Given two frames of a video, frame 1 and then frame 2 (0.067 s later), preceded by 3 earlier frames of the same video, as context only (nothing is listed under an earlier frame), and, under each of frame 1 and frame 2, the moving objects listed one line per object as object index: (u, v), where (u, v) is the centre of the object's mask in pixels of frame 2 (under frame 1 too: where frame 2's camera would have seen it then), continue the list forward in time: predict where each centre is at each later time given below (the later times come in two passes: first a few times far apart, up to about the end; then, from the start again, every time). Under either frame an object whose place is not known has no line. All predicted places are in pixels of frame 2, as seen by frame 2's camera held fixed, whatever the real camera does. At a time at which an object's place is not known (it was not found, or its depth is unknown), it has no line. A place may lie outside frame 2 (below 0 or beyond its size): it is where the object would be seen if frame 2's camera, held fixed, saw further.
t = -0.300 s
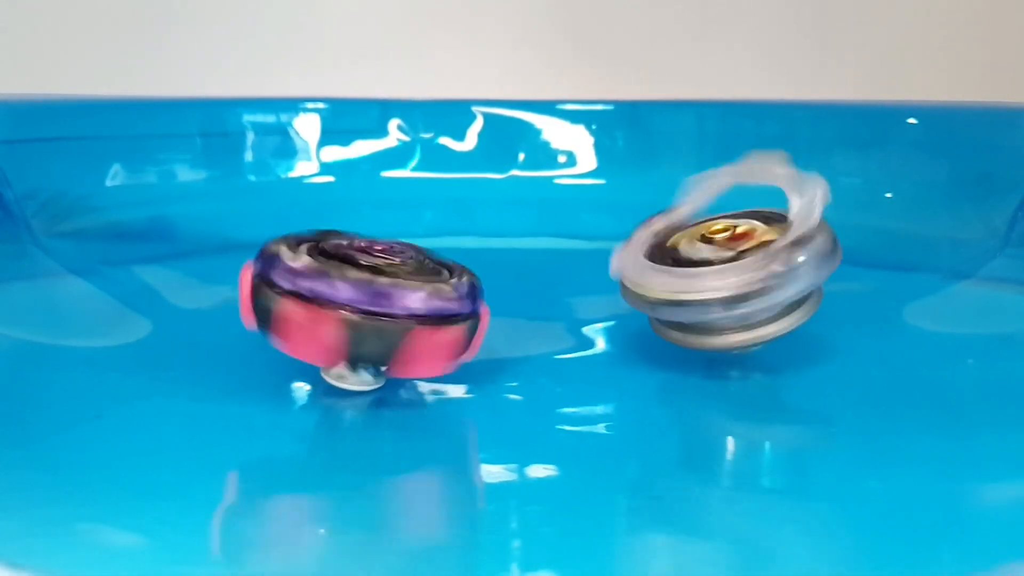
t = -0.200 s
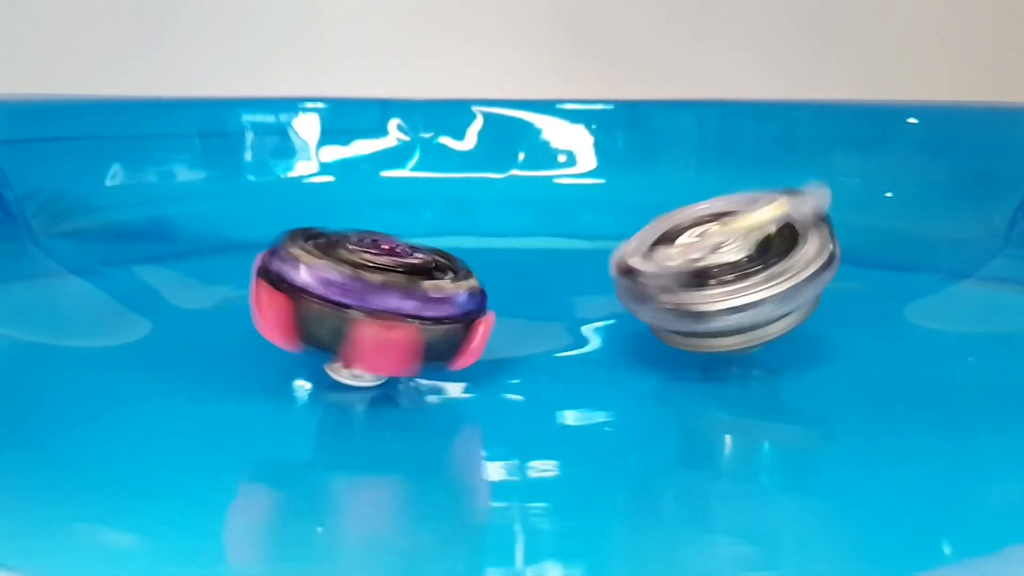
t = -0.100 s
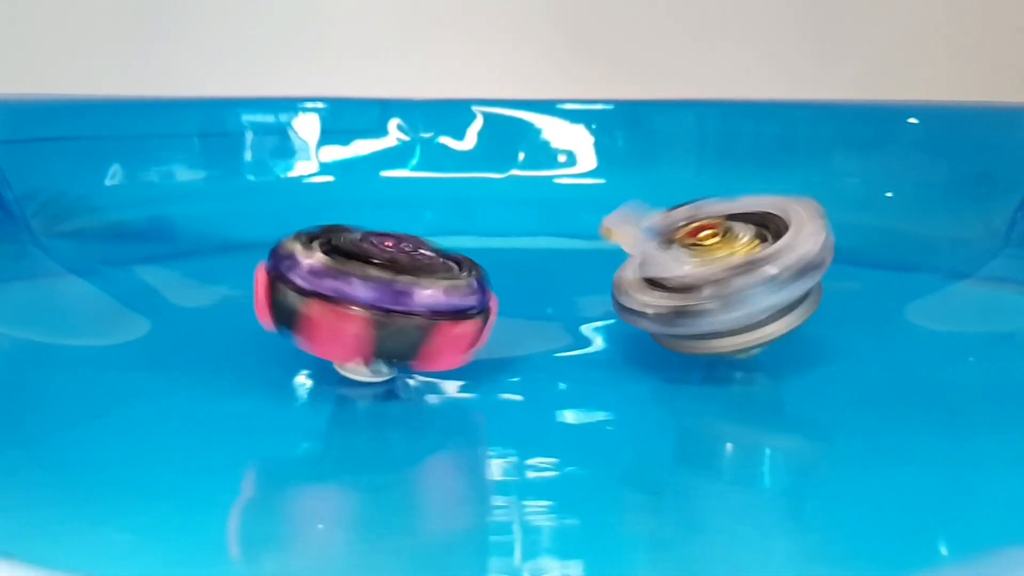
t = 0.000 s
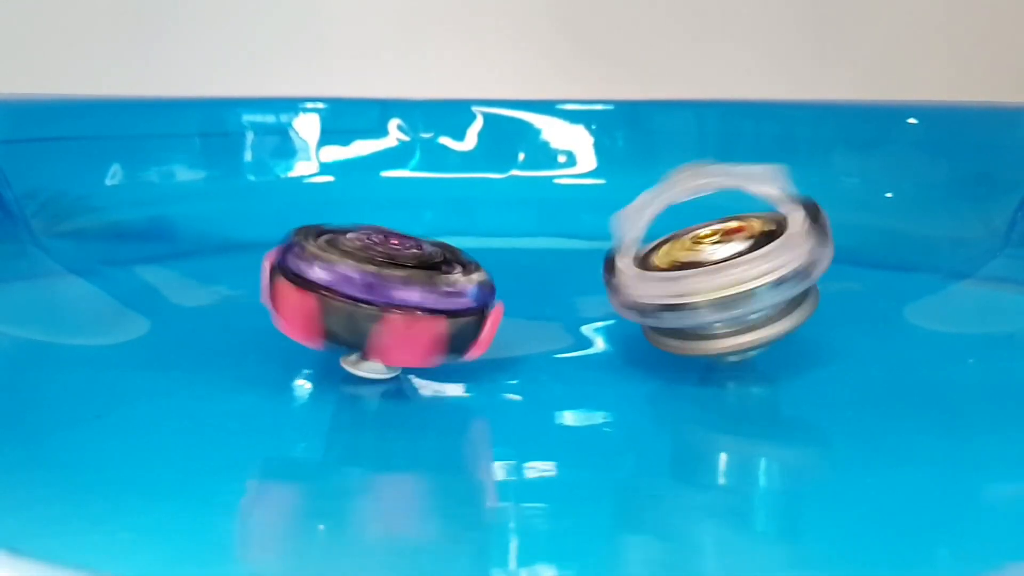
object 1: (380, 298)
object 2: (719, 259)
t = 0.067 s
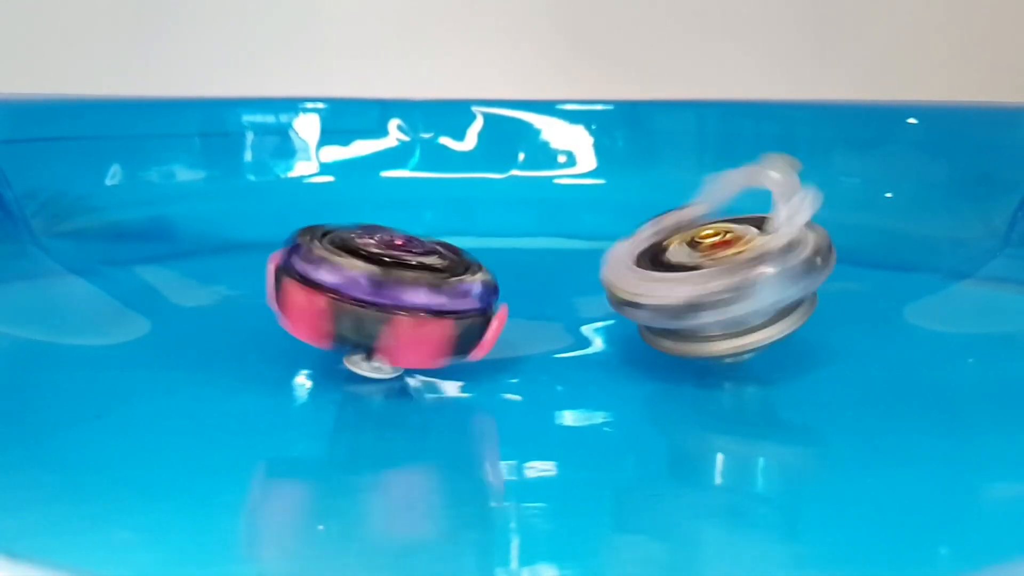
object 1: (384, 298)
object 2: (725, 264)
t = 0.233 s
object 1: (394, 296)
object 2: (713, 280)
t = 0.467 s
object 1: (410, 293)
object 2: (713, 284)
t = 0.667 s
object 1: (423, 289)
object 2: (697, 279)
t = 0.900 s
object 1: (438, 287)
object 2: (694, 298)
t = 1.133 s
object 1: (454, 286)
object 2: (695, 297)
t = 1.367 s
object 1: (461, 280)
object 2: (672, 300)
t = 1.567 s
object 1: (471, 275)
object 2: (674, 310)
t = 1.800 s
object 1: (481, 269)
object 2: (665, 312)
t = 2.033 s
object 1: (474, 261)
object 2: (638, 324)
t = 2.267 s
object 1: (484, 251)
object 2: (633, 320)
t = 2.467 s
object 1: (486, 250)
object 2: (618, 328)
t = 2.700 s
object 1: (532, 232)
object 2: (596, 342)
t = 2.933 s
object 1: (492, 245)
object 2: (589, 331)
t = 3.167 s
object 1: (519, 238)
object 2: (559, 343)
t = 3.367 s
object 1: (503, 277)
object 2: (530, 330)
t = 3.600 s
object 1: (510, 238)
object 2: (523, 348)
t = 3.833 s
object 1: (562, 238)
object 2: (482, 352)
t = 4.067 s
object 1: (621, 249)
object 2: (460, 326)
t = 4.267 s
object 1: (617, 254)
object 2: (452, 346)
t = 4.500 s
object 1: (601, 261)
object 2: (417, 351)
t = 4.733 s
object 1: (613, 270)
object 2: (403, 324)
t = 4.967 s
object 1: (608, 271)
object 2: (378, 345)
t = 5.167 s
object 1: (607, 274)
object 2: (348, 322)
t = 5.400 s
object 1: (610, 276)
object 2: (343, 337)
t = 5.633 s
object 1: (614, 276)
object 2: (312, 333)
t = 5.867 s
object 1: (616, 279)
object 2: (305, 306)
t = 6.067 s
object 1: (617, 278)
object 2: (304, 325)
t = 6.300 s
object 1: (616, 281)
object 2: (286, 319)
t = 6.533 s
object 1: (614, 282)
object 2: (297, 303)
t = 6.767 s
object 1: (611, 284)
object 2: (289, 310)
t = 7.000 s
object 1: (606, 287)
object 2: (284, 297)
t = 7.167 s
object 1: (602, 287)
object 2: (295, 306)
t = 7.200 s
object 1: (599, 288)
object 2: (298, 301)
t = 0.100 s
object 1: (386, 298)
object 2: (723, 271)
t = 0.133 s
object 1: (388, 298)
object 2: (722, 274)
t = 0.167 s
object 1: (390, 297)
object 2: (719, 278)
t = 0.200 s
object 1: (392, 297)
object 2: (715, 279)
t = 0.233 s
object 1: (394, 296)
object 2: (713, 280)
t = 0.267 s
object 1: (395, 296)
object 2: (708, 278)
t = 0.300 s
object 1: (399, 296)
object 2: (705, 273)
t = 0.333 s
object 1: (401, 295)
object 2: (707, 270)
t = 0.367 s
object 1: (403, 295)
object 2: (712, 269)
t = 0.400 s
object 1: (404, 294)
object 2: (716, 272)
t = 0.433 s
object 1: (407, 294)
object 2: (716, 277)
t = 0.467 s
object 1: (410, 293)
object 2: (713, 284)
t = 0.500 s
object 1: (413, 293)
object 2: (713, 285)
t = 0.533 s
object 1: (414, 292)
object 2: (708, 288)
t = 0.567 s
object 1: (417, 291)
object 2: (706, 289)
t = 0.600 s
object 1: (419, 290)
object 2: (703, 288)
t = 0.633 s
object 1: (422, 290)
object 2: (697, 284)
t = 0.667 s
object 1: (423, 289)
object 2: (697, 279)
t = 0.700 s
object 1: (425, 289)
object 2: (700, 277)
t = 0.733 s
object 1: (427, 289)
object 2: (705, 277)
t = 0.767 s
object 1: (430, 289)
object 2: (707, 282)
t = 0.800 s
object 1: (431, 289)
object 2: (704, 291)
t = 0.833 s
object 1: (433, 288)
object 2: (704, 292)
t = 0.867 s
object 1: (436, 288)
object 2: (701, 296)
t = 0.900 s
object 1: (438, 287)
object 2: (694, 298)
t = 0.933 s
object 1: (441, 287)
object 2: (694, 300)
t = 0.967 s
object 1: (443, 287)
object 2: (688, 297)
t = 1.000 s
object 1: (445, 287)
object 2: (684, 294)
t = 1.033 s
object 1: (447, 287)
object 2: (686, 290)
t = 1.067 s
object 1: (449, 286)
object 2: (692, 289)
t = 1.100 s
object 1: (450, 286)
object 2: (696, 291)
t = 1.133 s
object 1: (454, 286)
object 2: (695, 297)
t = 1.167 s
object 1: (454, 284)
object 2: (693, 302)
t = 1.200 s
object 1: (457, 283)
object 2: (693, 300)
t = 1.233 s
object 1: (456, 282)
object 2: (684, 305)
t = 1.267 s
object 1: (458, 281)
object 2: (681, 307)
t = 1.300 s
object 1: (461, 281)
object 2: (679, 308)
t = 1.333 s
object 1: (459, 279)
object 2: (672, 304)
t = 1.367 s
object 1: (461, 280)
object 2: (672, 300)
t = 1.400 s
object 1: (465, 278)
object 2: (677, 297)
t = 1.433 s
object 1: (467, 278)
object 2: (681, 297)
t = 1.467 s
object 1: (467, 277)
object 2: (682, 301)
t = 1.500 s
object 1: (469, 277)
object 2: (679, 310)
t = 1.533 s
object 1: (470, 276)
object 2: (680, 308)
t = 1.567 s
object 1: (471, 275)
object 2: (674, 310)
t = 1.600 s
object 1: (466, 275)
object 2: (664, 315)
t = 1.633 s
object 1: (468, 274)
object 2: (666, 319)
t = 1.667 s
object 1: (483, 275)
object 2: (659, 318)
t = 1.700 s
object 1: (464, 272)
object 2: (654, 315)
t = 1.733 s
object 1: (467, 271)
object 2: (656, 311)
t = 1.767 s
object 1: (475, 270)
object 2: (662, 309)
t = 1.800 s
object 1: (481, 269)
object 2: (665, 312)
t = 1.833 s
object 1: (484, 268)
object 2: (664, 318)
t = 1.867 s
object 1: (485, 267)
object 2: (662, 320)
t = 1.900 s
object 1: (481, 266)
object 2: (660, 314)
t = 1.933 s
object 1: (474, 263)
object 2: (649, 317)
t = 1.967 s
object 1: (473, 264)
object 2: (644, 323)
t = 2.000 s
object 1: (483, 264)
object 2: (646, 328)
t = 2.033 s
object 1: (474, 261)
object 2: (638, 324)
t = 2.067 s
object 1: (469, 258)
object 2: (634, 319)
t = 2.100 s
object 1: (475, 257)
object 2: (639, 316)
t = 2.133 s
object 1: (485, 256)
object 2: (644, 314)
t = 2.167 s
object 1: (495, 256)
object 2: (645, 319)
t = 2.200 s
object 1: (498, 256)
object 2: (641, 328)
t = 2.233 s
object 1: (492, 256)
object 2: (640, 321)
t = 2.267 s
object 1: (484, 251)
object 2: (633, 320)
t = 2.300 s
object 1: (477, 248)
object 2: (623, 327)
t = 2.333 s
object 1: (493, 249)
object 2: (622, 337)
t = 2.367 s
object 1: (503, 248)
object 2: (620, 340)
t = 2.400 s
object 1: (502, 247)
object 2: (612, 336)
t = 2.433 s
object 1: (503, 252)
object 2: (612, 331)
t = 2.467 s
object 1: (486, 250)
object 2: (618, 328)
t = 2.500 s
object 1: (496, 252)
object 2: (623, 329)
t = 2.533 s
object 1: (509, 253)
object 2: (621, 335)
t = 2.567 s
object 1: (504, 252)
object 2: (617, 334)
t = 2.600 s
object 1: (487, 246)
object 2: (614, 324)
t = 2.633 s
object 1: (480, 236)
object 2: (603, 325)
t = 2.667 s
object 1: (495, 227)
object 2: (593, 331)
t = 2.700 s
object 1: (532, 232)
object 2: (596, 342)
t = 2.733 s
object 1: (527, 233)
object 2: (590, 343)
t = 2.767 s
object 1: (513, 240)
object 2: (585, 338)
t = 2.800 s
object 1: (510, 243)
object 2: (588, 333)
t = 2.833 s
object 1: (492, 243)
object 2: (595, 331)
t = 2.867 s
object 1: (503, 246)
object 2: (597, 334)
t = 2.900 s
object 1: (513, 248)
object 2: (591, 343)
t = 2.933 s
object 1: (492, 245)
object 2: (589, 331)
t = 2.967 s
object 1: (485, 228)
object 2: (580, 326)
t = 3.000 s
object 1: (498, 218)
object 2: (568, 332)
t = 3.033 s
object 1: (542, 226)
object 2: (560, 341)
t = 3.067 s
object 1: (537, 242)
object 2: (564, 355)
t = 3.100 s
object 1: (540, 236)
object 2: (553, 350)
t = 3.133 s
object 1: (533, 227)
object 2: (552, 346)
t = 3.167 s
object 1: (519, 238)
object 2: (559, 343)
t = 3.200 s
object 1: (502, 240)
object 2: (564, 342)
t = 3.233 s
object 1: (511, 244)
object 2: (563, 346)
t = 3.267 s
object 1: (504, 242)
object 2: (556, 346)
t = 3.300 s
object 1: (485, 233)
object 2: (551, 325)
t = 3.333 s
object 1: (543, 270)
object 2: (541, 325)
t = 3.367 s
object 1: (503, 277)
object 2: (530, 330)
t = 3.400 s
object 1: (553, 229)
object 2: (526, 341)
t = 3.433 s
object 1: (538, 238)
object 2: (529, 351)
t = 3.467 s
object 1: (544, 231)
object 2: (519, 346)
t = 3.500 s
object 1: (552, 225)
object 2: (519, 344)
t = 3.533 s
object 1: (522, 221)
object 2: (526, 341)
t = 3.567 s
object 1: (504, 231)
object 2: (529, 341)
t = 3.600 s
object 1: (510, 238)
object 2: (523, 348)
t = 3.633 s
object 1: (483, 236)
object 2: (522, 332)
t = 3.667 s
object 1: (532, 263)
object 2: (514, 326)
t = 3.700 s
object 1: (518, 267)
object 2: (501, 326)
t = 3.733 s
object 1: (586, 227)
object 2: (491, 336)
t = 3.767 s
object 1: (549, 236)
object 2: (491, 350)
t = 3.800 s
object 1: (553, 240)
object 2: (489, 356)
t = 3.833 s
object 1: (562, 238)
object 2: (482, 352)
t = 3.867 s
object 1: (575, 235)
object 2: (486, 351)
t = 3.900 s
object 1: (575, 230)
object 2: (491, 349)
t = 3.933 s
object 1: (564, 214)
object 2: (488, 354)
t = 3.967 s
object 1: (619, 265)
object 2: (483, 352)
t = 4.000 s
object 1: (586, 264)
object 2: (493, 329)
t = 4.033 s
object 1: (572, 262)
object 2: (473, 326)
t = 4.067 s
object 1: (621, 249)
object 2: (460, 326)
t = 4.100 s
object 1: (592, 244)
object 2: (452, 334)
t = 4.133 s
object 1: (586, 248)
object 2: (455, 347)
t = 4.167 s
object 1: (587, 250)
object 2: (448, 349)
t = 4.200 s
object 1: (592, 249)
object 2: (445, 347)
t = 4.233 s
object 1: (604, 251)
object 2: (450, 347)
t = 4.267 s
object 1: (617, 254)
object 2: (452, 346)
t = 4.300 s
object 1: (625, 266)
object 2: (448, 350)
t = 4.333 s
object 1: (608, 267)
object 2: (444, 345)
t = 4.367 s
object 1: (601, 265)
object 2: (442, 330)
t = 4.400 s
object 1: (624, 266)
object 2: (432, 324)
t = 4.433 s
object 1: (611, 259)
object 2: (419, 327)
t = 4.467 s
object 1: (601, 260)
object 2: (414, 337)
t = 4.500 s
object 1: (601, 261)
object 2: (417, 351)
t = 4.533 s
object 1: (601, 262)
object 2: (408, 350)
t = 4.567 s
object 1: (601, 263)
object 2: (408, 350)
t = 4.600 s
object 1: (608, 264)
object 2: (413, 350)
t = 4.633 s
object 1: (616, 268)
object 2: (416, 347)
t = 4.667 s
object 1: (607, 270)
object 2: (408, 352)
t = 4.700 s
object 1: (607, 270)
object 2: (407, 339)
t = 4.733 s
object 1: (613, 270)
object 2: (403, 324)
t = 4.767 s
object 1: (615, 270)
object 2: (393, 319)
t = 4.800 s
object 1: (606, 268)
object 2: (382, 322)
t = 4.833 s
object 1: (606, 269)
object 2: (379, 334)
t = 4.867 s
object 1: (606, 269)
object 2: (379, 346)
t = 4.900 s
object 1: (607, 270)
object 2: (372, 343)
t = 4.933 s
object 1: (606, 269)
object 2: (373, 345)
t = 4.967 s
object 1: (608, 271)
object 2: (378, 345)
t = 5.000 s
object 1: (610, 272)
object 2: (379, 344)
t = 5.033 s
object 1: (602, 274)
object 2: (373, 346)
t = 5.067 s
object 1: (604, 274)
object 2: (374, 332)
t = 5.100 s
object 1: (607, 275)
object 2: (368, 321)
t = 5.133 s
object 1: (606, 274)
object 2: (357, 318)
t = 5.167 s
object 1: (607, 274)
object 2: (348, 322)
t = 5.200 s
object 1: (608, 275)
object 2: (346, 335)
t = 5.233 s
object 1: (607, 274)
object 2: (343, 342)
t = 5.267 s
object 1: (608, 274)
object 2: (338, 340)
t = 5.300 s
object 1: (608, 274)
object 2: (342, 340)
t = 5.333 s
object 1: (609, 274)
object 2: (347, 339)
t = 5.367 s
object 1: (609, 275)
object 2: (347, 340)
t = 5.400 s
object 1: (610, 276)
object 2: (343, 337)
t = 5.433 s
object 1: (611, 276)
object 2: (344, 323)
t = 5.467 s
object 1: (611, 277)
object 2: (337, 313)
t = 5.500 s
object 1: (612, 277)
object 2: (327, 311)
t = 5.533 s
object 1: (612, 277)
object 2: (319, 316)
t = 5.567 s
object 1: (612, 277)
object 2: (319, 329)
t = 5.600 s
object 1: (613, 276)
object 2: (314, 334)
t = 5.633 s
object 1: (614, 276)
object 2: (312, 333)
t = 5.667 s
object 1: (615, 275)
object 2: (317, 334)
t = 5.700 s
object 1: (615, 276)
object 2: (321, 333)
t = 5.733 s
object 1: (615, 276)
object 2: (321, 334)
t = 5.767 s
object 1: (616, 277)
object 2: (318, 330)
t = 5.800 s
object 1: (616, 277)
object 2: (320, 317)
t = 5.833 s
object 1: (616, 278)
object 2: (314, 308)
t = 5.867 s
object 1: (616, 279)
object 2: (305, 306)
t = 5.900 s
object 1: (616, 279)
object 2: (298, 312)
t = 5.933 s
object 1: (617, 279)
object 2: (299, 324)
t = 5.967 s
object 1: (616, 278)
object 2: (294, 325)
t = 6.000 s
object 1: (616, 278)
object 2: (294, 324)
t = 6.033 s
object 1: (616, 278)
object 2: (298, 326)
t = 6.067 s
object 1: (617, 278)
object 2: (304, 325)
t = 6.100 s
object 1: (617, 278)
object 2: (303, 327)
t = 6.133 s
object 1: (617, 279)
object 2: (302, 322)
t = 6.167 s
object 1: (617, 279)
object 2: (305, 309)
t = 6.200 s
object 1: (617, 280)
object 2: (299, 301)
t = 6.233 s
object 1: (617, 280)
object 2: (291, 300)
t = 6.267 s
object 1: (616, 281)
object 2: (285, 307)
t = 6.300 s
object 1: (616, 281)
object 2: (286, 319)
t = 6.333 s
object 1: (616, 281)
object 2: (282, 318)
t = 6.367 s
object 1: (616, 281)
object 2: (283, 317)
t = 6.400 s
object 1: (615, 281)
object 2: (290, 318)
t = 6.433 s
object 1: (615, 281)
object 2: (295, 318)
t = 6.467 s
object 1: (615, 281)
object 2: (293, 321)
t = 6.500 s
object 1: (615, 282)
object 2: (294, 314)
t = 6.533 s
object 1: (614, 282)
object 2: (297, 303)
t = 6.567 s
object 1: (614, 283)
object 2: (292, 296)
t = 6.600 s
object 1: (614, 283)
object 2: (285, 295)
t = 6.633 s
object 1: (612, 283)
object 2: (281, 301)
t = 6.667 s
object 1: (613, 284)
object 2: (283, 313)
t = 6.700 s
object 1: (612, 284)
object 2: (278, 309)
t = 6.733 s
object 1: (611, 284)
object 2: (281, 308)
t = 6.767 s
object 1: (611, 284)
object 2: (289, 310)
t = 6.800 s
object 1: (611, 284)
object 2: (294, 311)
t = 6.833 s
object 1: (610, 284)
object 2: (293, 314)
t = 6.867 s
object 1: (608, 285)
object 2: (294, 308)
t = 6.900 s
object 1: (609, 285)
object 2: (298, 297)
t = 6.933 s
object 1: (607, 286)
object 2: (293, 291)
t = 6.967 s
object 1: (608, 286)
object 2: (286, 288)
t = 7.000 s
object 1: (606, 287)
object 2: (284, 297)
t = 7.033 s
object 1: (606, 287)
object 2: (284, 305)
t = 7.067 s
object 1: (604, 287)
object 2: (280, 300)
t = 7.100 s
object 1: (604, 287)
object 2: (293, 300)
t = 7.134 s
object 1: (602, 287)
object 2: (298, 302)
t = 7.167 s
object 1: (602, 287)
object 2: (295, 306)
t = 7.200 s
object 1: (599, 288)
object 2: (298, 301)
